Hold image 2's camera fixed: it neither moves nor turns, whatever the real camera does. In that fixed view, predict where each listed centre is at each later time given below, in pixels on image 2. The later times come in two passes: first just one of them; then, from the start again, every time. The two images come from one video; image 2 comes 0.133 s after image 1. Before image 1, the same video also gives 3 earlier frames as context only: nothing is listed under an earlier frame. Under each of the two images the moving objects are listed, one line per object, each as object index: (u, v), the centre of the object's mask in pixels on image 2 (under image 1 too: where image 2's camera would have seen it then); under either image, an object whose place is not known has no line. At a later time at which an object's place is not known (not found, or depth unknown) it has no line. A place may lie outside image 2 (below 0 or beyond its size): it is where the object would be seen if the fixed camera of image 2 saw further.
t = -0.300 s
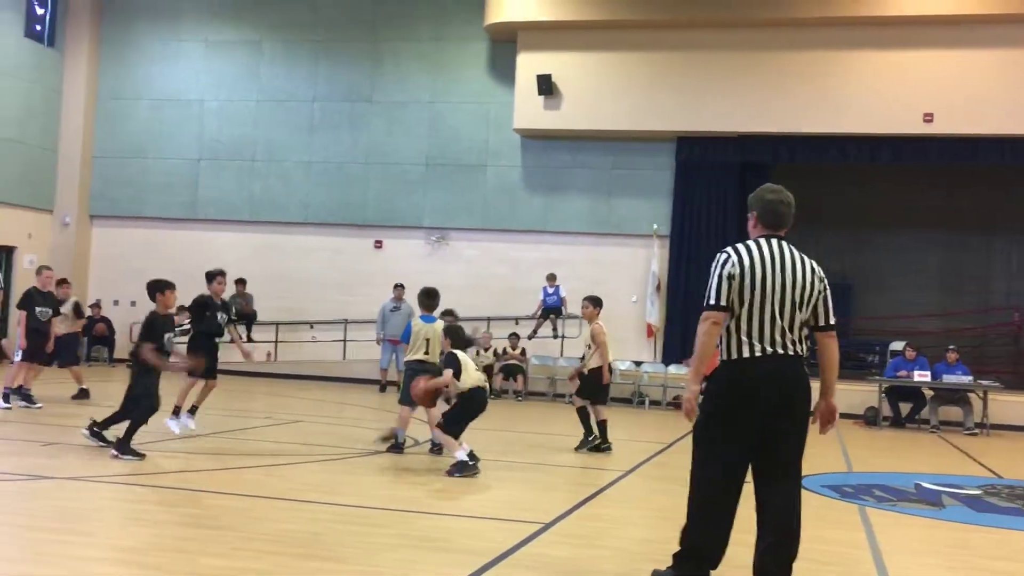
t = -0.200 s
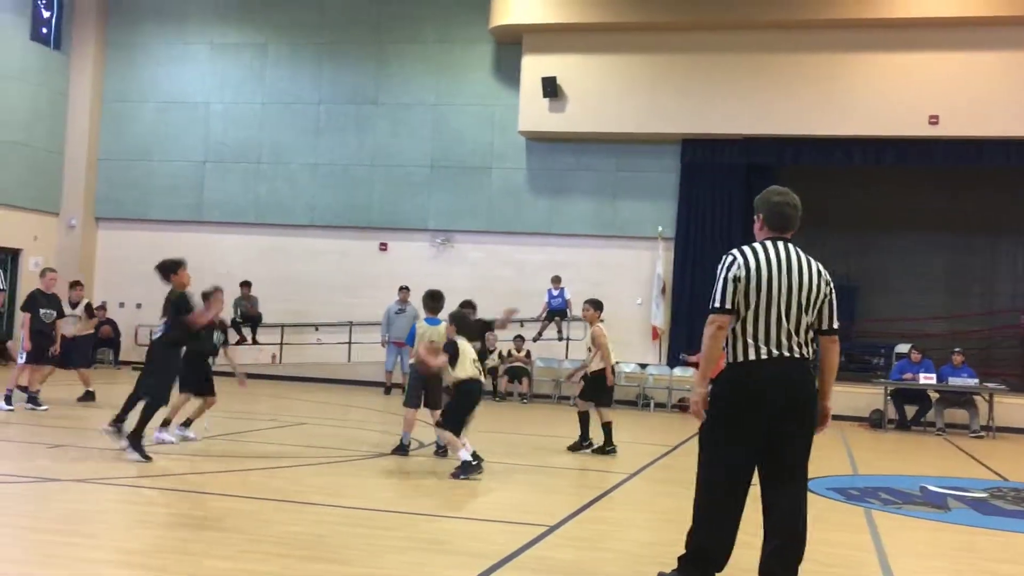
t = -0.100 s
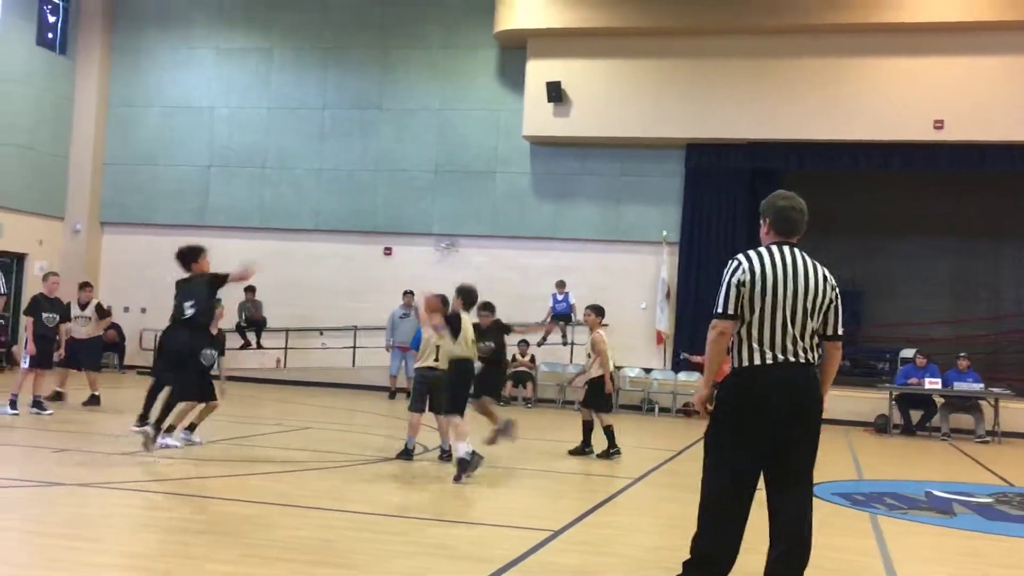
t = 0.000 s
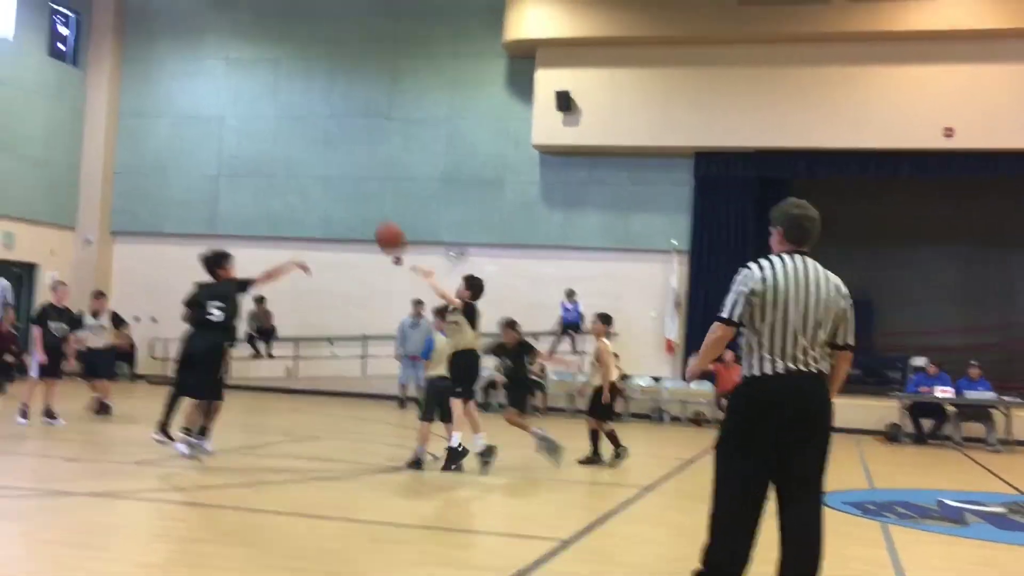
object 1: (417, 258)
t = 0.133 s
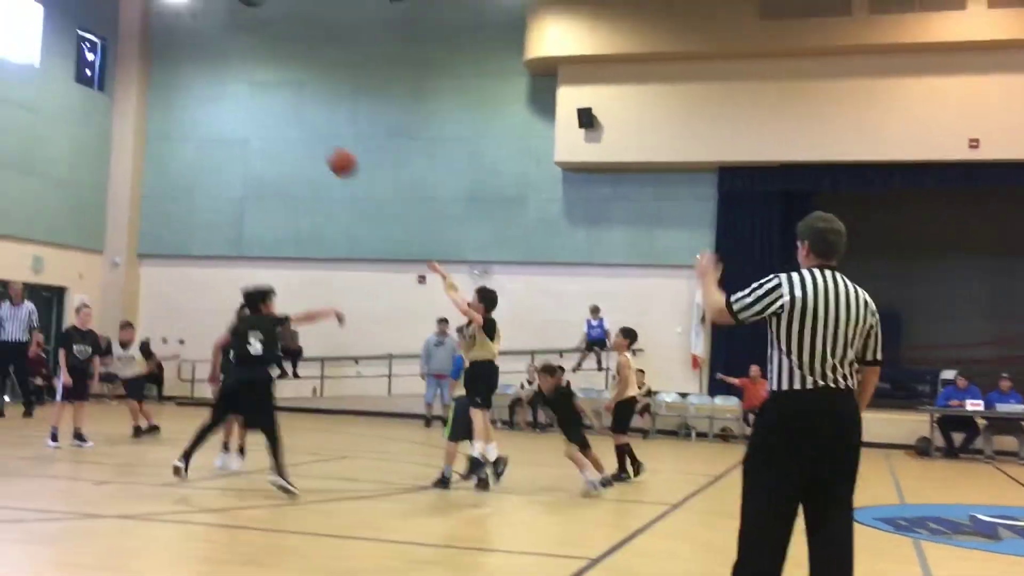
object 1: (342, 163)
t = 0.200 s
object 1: (309, 126)
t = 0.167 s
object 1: (325, 143)
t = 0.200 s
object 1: (309, 126)
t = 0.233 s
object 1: (292, 110)
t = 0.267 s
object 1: (275, 95)
